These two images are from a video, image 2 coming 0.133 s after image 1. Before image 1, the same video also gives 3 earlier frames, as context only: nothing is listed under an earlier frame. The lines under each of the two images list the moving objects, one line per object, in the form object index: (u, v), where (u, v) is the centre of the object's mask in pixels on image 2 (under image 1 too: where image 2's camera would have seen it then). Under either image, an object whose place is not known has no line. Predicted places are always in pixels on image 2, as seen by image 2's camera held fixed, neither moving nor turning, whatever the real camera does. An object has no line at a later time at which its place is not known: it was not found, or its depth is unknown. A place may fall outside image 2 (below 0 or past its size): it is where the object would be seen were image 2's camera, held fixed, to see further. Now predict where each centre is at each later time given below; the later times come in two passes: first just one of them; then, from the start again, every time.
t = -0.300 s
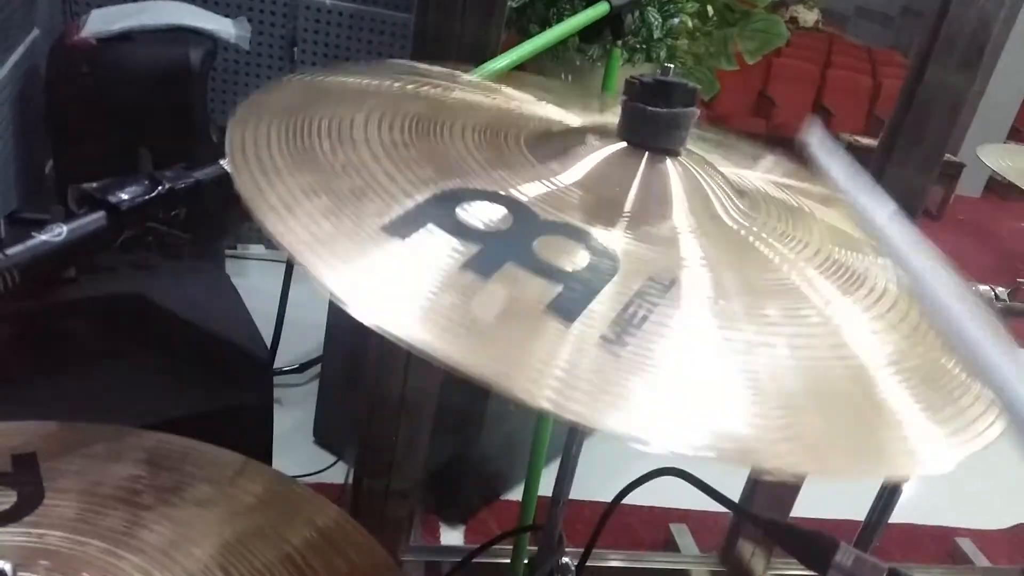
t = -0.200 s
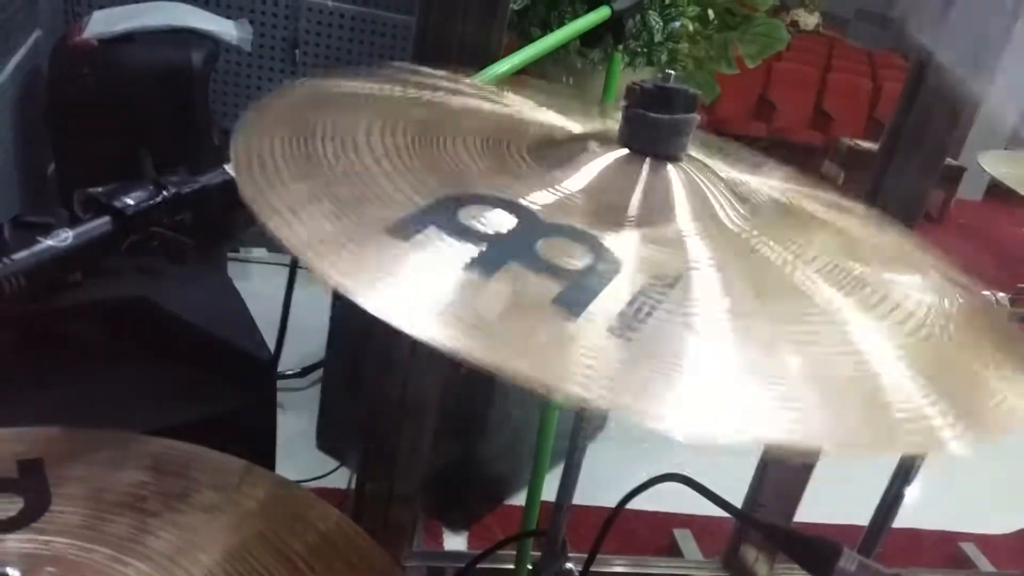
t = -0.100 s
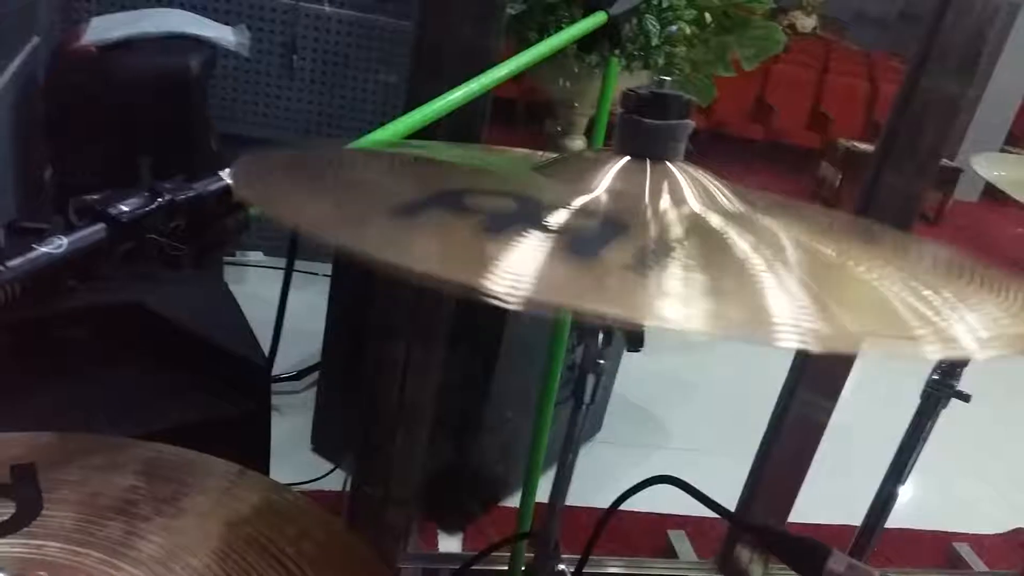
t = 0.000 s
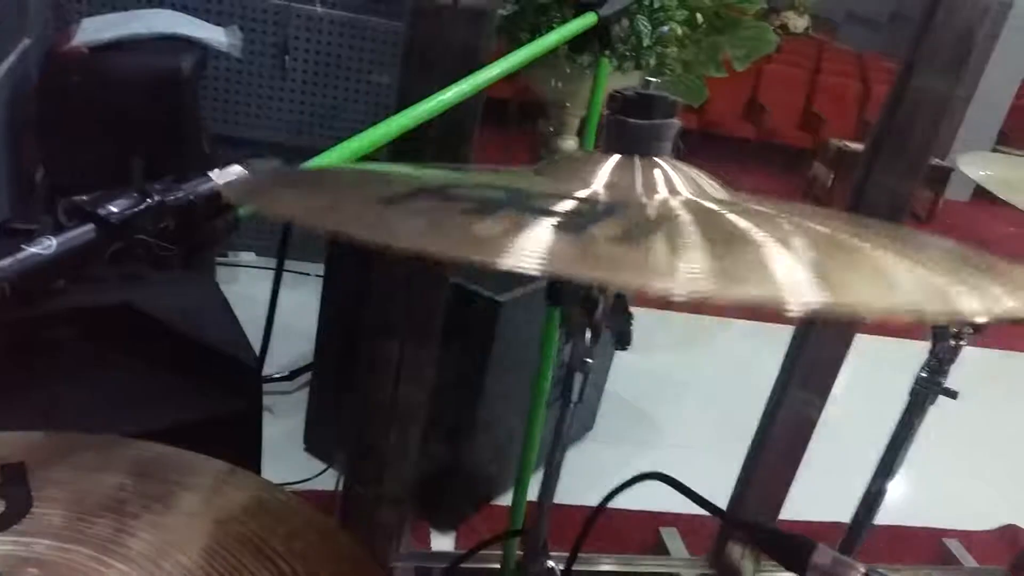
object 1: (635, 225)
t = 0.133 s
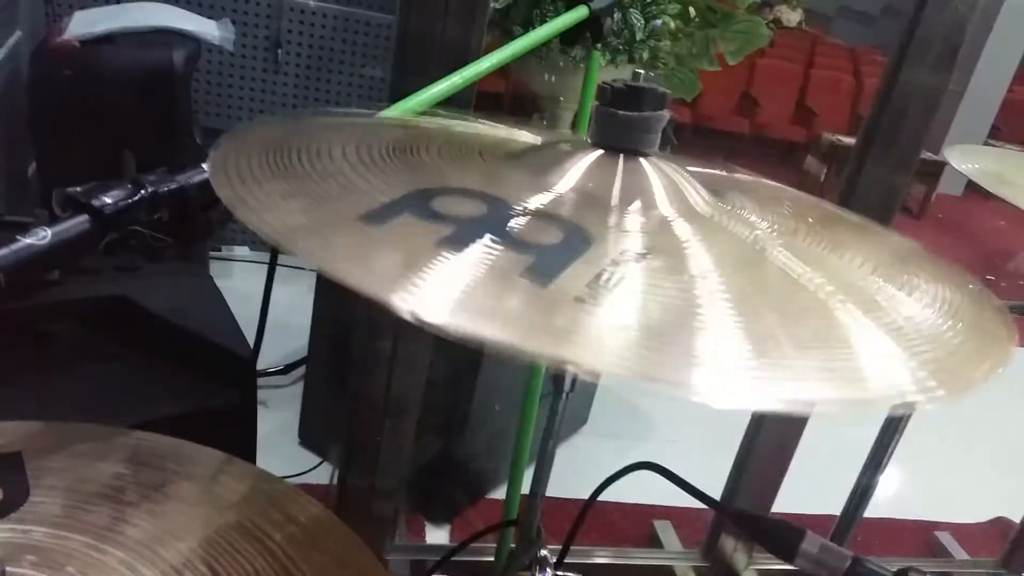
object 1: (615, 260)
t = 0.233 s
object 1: (599, 262)
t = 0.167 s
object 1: (607, 262)
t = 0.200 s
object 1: (603, 264)
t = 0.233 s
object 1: (599, 262)
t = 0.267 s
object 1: (598, 260)
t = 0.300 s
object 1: (601, 259)
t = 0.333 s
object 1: (604, 256)
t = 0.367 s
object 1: (609, 252)
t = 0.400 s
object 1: (615, 247)
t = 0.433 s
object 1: (619, 241)
